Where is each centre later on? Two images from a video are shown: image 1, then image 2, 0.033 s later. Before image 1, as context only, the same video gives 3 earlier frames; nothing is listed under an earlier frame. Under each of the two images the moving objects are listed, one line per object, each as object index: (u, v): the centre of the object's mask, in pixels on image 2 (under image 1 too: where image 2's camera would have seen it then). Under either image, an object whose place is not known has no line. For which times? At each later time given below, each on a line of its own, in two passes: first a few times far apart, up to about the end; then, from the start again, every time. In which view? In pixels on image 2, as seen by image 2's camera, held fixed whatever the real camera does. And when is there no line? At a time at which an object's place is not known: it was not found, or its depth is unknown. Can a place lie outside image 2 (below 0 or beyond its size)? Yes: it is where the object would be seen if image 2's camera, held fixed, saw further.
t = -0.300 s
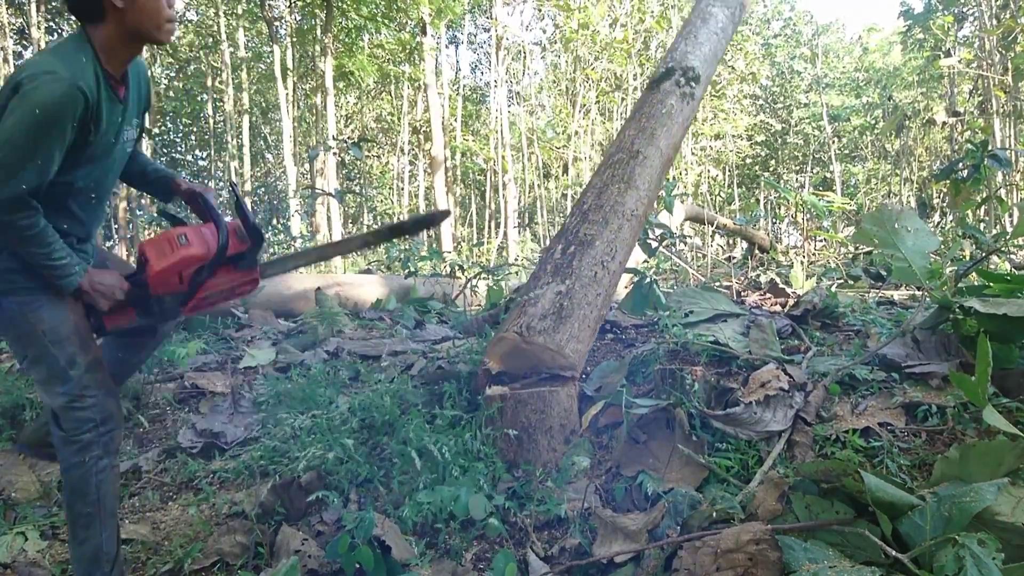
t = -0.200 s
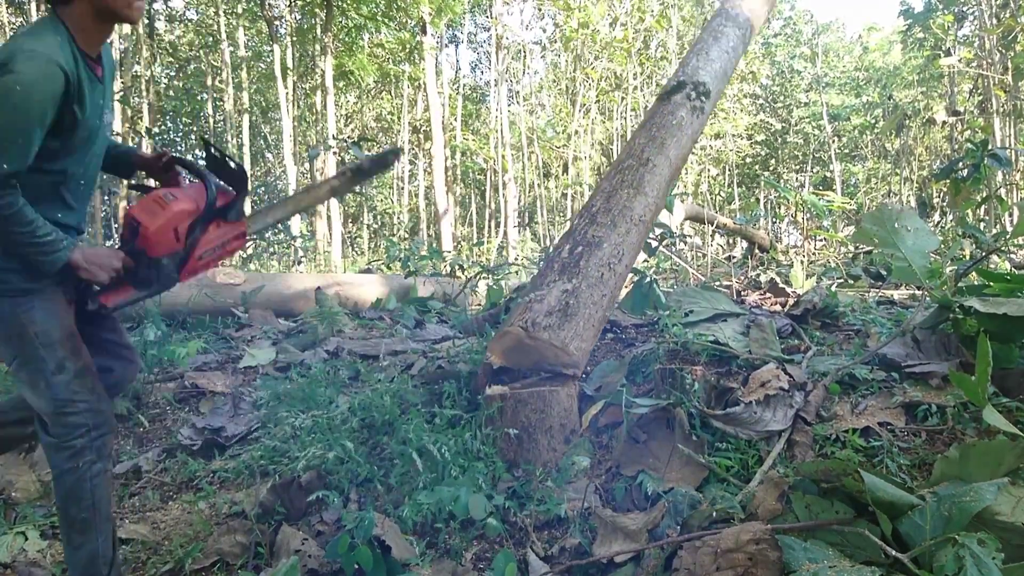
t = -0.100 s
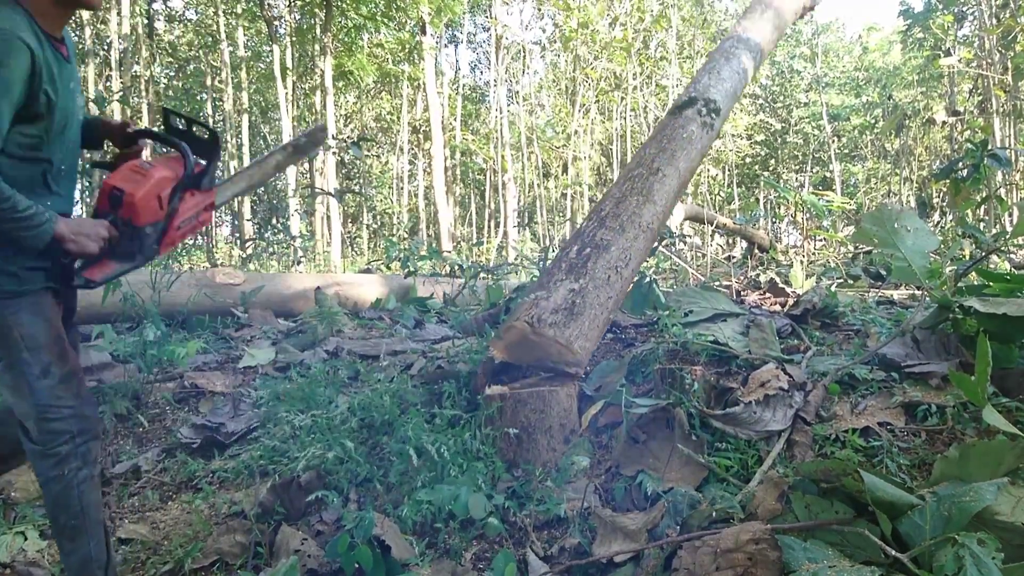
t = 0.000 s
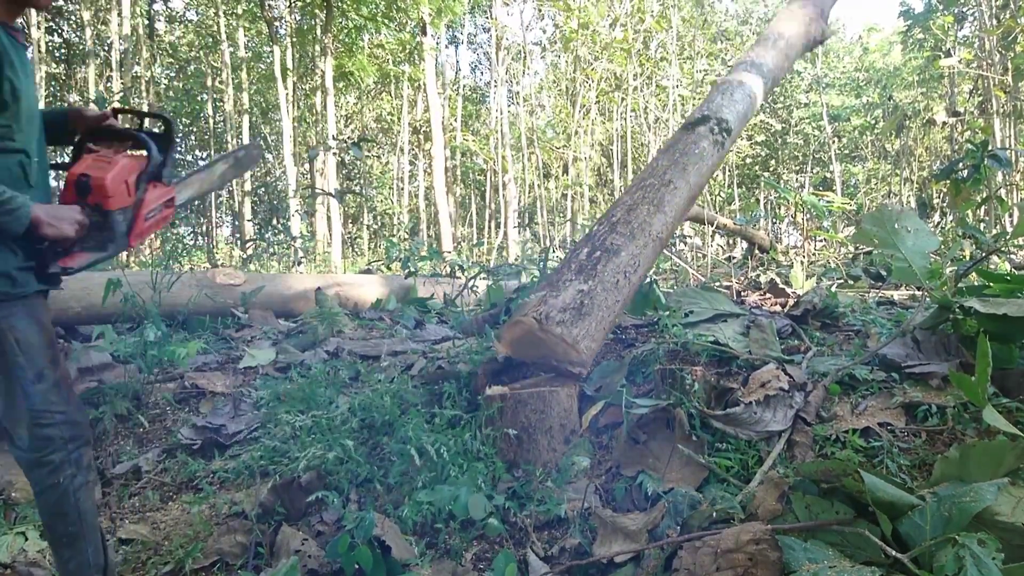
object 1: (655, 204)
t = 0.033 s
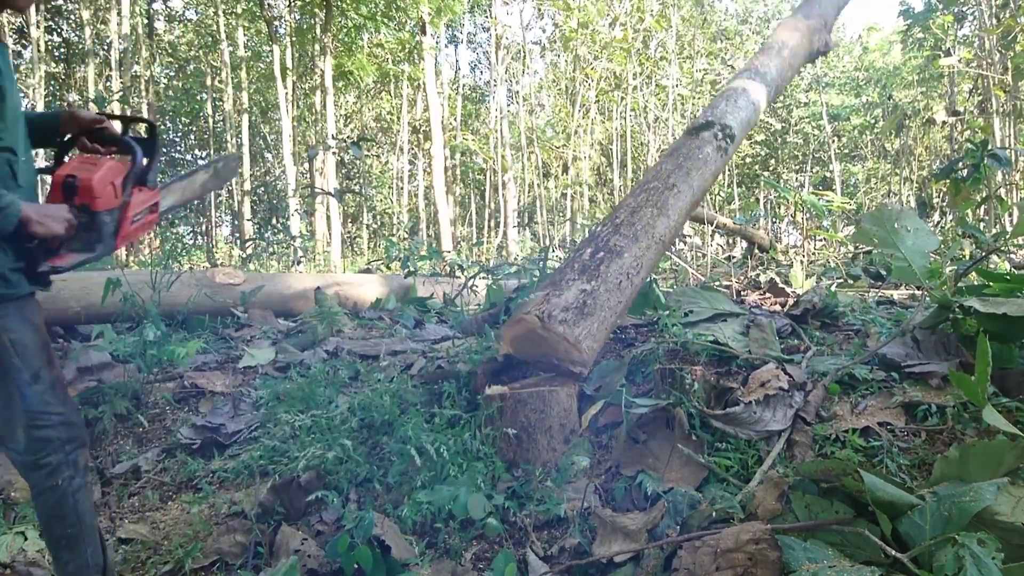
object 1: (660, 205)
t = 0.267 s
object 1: (717, 217)
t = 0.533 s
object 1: (708, 292)
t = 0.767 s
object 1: (709, 304)
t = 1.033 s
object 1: (722, 307)
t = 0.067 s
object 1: (666, 206)
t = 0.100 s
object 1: (673, 206)
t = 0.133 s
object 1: (677, 211)
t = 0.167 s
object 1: (681, 216)
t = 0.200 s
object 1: (696, 212)
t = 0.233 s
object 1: (705, 214)
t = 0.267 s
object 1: (717, 217)
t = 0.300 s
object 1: (730, 221)
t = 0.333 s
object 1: (737, 230)
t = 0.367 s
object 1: (738, 240)
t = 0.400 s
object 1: (741, 249)
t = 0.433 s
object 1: (742, 257)
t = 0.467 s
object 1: (736, 268)
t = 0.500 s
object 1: (712, 286)
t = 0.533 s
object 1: (708, 292)
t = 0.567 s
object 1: (696, 302)
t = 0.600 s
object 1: (700, 303)
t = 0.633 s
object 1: (703, 303)
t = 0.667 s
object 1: (703, 303)
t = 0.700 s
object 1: (700, 304)
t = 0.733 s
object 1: (705, 305)
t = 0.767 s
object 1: (709, 304)
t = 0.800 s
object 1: (711, 306)
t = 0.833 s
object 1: (713, 304)
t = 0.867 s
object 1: (713, 302)
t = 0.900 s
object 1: (716, 302)
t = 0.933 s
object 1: (719, 305)
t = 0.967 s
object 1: (722, 307)
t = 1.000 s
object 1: (722, 307)
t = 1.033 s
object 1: (722, 307)
